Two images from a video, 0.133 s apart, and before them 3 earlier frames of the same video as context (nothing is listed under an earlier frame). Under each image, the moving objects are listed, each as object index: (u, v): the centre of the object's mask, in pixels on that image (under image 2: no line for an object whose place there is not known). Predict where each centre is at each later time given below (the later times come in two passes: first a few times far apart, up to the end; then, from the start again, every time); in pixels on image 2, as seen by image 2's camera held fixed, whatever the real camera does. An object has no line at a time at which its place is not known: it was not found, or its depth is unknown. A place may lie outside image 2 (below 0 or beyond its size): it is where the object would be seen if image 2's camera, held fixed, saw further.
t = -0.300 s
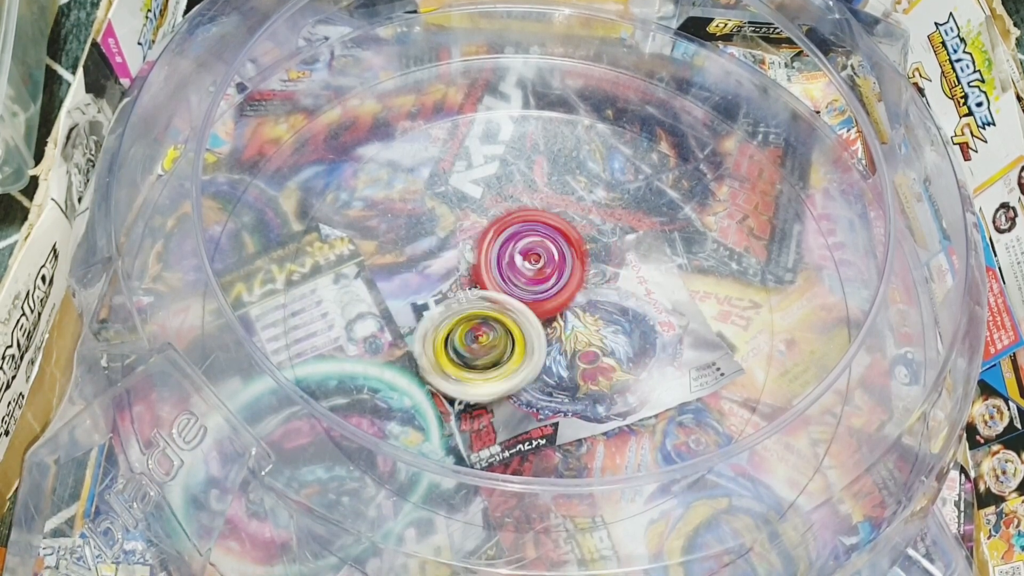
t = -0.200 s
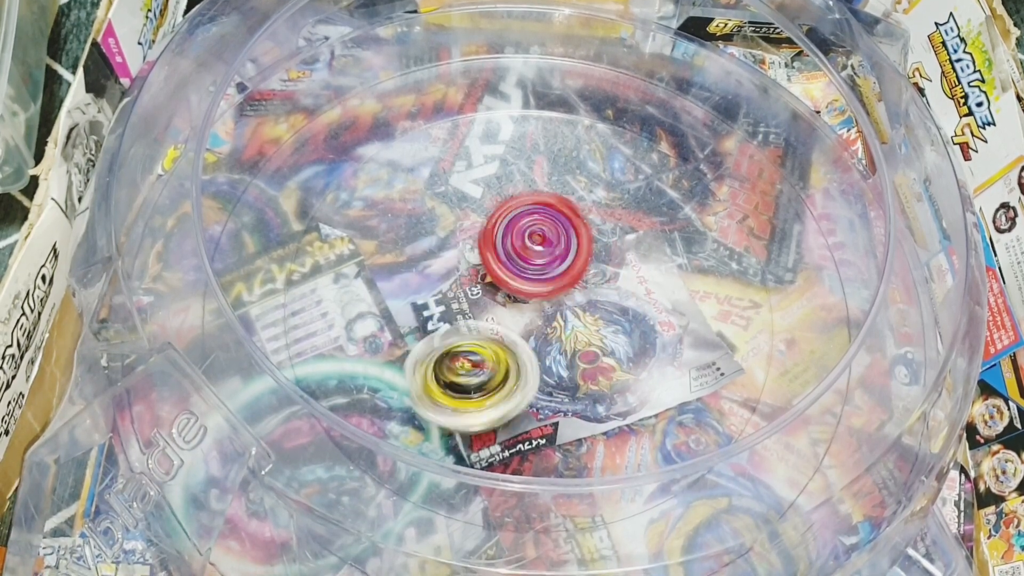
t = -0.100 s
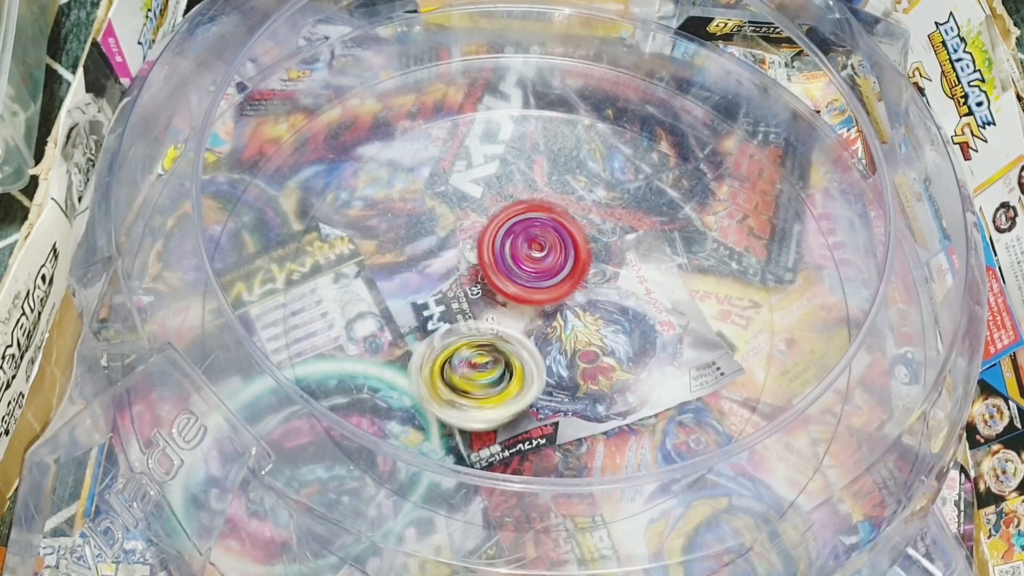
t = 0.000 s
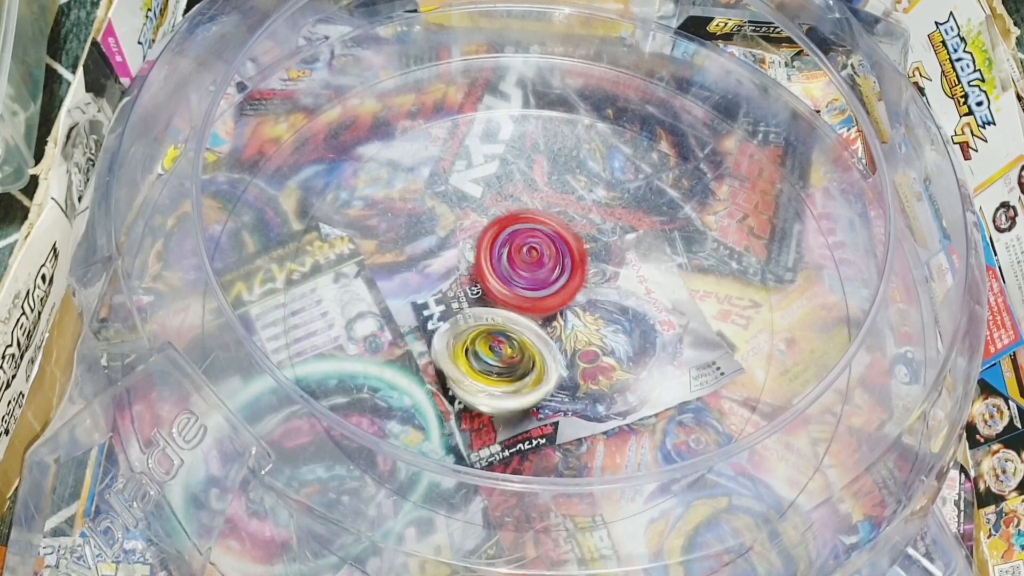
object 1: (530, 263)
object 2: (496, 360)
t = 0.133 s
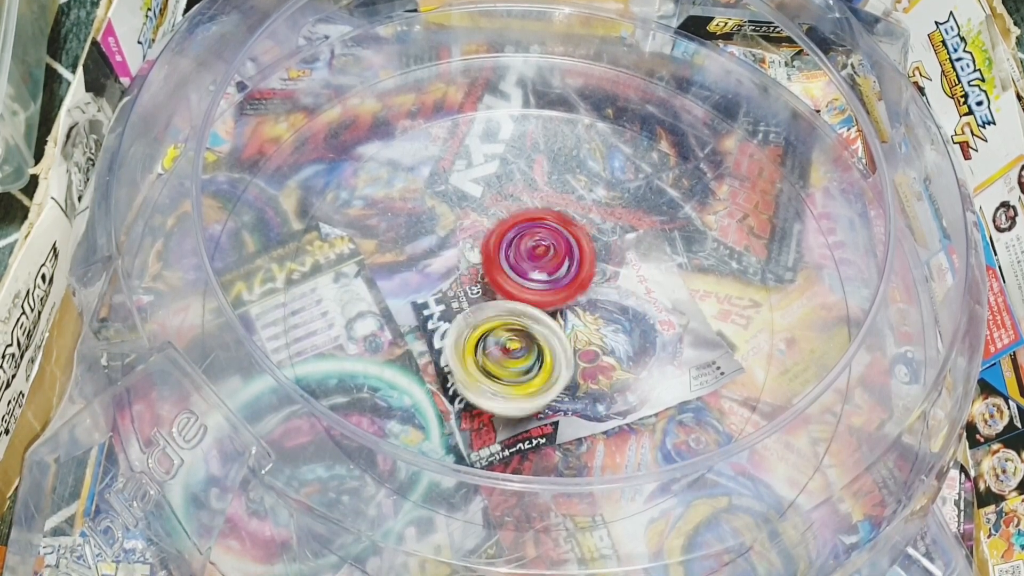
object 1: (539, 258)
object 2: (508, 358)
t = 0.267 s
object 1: (551, 247)
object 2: (514, 358)
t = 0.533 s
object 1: (563, 244)
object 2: (527, 349)
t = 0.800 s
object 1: (564, 243)
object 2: (533, 347)
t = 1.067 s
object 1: (558, 232)
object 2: (519, 355)
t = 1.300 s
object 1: (551, 243)
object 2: (520, 347)
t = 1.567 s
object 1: (567, 244)
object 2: (523, 344)
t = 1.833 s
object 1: (569, 241)
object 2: (520, 340)
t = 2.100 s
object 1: (570, 244)
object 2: (507, 341)
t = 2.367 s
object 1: (584, 245)
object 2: (508, 336)
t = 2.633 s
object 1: (578, 257)
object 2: (517, 348)
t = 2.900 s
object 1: (525, 243)
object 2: (530, 342)
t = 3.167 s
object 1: (537, 228)
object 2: (524, 320)
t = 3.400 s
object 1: (546, 229)
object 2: (509, 304)
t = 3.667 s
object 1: (559, 244)
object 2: (519, 311)
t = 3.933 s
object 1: (559, 244)
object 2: (521, 313)
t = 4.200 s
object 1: (559, 244)
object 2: (520, 312)
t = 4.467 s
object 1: (559, 244)
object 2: (520, 312)
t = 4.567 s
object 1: (559, 244)
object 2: (520, 312)
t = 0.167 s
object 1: (541, 257)
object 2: (512, 354)
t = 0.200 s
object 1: (544, 252)
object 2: (509, 359)
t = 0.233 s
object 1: (548, 249)
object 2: (509, 359)
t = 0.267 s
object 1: (551, 247)
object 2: (514, 358)
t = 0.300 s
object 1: (553, 249)
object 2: (516, 357)
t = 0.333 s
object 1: (557, 249)
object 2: (521, 353)
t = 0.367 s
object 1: (558, 249)
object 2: (523, 352)
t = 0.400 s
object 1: (559, 245)
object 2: (522, 350)
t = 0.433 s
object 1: (559, 244)
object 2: (525, 348)
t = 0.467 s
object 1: (562, 245)
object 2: (528, 347)
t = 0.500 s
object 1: (563, 246)
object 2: (530, 346)
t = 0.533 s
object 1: (563, 244)
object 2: (527, 349)
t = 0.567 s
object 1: (565, 242)
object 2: (526, 346)
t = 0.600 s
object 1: (564, 244)
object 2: (528, 344)
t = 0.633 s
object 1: (567, 243)
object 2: (527, 346)
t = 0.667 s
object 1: (567, 238)
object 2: (524, 348)
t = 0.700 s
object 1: (567, 239)
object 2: (526, 349)
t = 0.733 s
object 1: (567, 239)
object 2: (528, 348)
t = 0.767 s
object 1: (565, 241)
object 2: (532, 348)
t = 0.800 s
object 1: (564, 243)
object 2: (533, 347)
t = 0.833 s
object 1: (561, 245)
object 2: (531, 344)
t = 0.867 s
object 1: (561, 245)
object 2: (529, 344)
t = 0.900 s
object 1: (560, 244)
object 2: (526, 345)
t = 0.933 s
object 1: (558, 241)
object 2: (522, 345)
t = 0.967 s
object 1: (557, 244)
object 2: (523, 343)
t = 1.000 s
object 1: (557, 243)
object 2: (524, 347)
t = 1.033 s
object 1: (558, 235)
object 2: (521, 354)
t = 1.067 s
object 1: (558, 232)
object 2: (519, 355)
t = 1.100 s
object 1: (555, 234)
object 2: (520, 354)
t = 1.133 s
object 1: (556, 239)
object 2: (521, 353)
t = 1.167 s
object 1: (557, 241)
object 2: (522, 352)
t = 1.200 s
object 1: (554, 244)
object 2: (522, 349)
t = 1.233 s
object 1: (555, 246)
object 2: (521, 348)
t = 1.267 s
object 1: (554, 241)
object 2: (520, 348)
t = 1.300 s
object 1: (551, 243)
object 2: (520, 347)
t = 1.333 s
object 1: (554, 247)
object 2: (520, 344)
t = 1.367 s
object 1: (558, 246)
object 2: (520, 348)
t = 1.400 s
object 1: (561, 236)
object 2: (516, 356)
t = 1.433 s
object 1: (564, 233)
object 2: (513, 356)
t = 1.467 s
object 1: (565, 233)
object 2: (519, 353)
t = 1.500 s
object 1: (564, 237)
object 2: (522, 353)
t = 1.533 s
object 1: (566, 241)
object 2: (523, 349)
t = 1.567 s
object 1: (567, 244)
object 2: (523, 344)
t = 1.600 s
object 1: (567, 245)
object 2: (525, 346)
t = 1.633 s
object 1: (569, 238)
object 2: (521, 349)
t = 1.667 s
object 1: (568, 236)
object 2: (517, 345)
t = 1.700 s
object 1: (565, 239)
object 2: (521, 341)
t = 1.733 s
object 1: (568, 243)
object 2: (524, 339)
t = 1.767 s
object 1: (571, 243)
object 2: (522, 341)
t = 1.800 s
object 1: (571, 243)
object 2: (520, 339)
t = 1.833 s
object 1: (569, 241)
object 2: (520, 340)
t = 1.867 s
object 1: (567, 243)
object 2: (521, 340)
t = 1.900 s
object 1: (568, 246)
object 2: (521, 339)
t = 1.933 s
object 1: (570, 246)
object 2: (519, 344)
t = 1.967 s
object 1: (571, 249)
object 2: (515, 344)
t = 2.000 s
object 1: (571, 251)
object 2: (513, 340)
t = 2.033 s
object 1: (572, 249)
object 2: (513, 340)
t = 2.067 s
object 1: (573, 244)
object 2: (511, 344)
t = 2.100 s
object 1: (570, 244)
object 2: (507, 341)
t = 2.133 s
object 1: (569, 248)
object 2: (506, 335)
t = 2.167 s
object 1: (572, 250)
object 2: (506, 336)
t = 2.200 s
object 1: (579, 246)
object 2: (508, 339)
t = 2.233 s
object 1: (579, 245)
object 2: (503, 335)
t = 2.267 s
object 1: (578, 244)
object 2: (503, 332)
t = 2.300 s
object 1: (575, 248)
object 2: (508, 330)
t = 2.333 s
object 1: (580, 247)
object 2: (507, 332)
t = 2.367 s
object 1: (584, 245)
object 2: (508, 336)
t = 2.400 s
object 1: (583, 246)
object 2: (507, 334)
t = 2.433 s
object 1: (581, 247)
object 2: (509, 333)
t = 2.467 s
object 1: (578, 248)
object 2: (510, 334)
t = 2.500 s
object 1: (580, 252)
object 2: (513, 332)
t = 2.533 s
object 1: (583, 257)
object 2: (516, 332)
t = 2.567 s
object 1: (585, 257)
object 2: (515, 337)
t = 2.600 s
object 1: (580, 259)
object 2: (518, 339)
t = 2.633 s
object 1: (578, 257)
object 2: (517, 348)
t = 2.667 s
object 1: (572, 258)
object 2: (517, 354)
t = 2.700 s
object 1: (564, 260)
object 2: (519, 360)
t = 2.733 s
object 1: (556, 260)
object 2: (524, 359)
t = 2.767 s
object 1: (546, 259)
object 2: (529, 360)
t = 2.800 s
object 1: (536, 255)
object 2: (527, 355)
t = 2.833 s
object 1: (529, 254)
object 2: (527, 350)
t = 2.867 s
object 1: (526, 249)
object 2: (529, 345)
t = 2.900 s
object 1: (525, 243)
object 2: (530, 342)
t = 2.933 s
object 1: (525, 238)
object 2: (531, 340)
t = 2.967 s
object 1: (528, 235)
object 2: (531, 339)
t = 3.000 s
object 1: (529, 232)
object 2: (528, 337)
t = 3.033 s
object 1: (532, 230)
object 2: (523, 334)
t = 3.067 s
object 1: (533, 229)
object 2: (519, 331)
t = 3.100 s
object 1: (534, 229)
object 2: (519, 327)
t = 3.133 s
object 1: (535, 229)
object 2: (522, 324)
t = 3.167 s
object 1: (537, 228)
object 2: (524, 320)
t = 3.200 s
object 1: (538, 227)
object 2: (521, 316)
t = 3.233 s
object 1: (539, 227)
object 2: (517, 314)
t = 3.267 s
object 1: (540, 227)
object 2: (513, 312)
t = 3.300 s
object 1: (543, 227)
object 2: (511, 310)
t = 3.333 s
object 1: (544, 228)
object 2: (509, 307)
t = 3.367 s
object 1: (545, 228)
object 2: (509, 305)
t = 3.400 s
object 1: (546, 229)
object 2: (509, 304)
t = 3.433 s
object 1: (548, 230)
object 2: (508, 304)
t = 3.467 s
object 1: (550, 231)
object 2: (509, 304)
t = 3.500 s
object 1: (552, 233)
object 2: (510, 304)
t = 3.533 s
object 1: (555, 236)
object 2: (512, 305)
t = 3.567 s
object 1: (558, 240)
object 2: (513, 307)
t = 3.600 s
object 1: (559, 242)
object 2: (515, 308)
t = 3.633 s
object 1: (559, 243)
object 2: (517, 311)
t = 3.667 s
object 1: (559, 244)
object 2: (519, 311)
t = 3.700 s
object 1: (559, 244)
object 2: (520, 312)
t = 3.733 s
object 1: (559, 244)
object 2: (521, 313)
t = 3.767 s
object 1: (559, 244)
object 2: (522, 314)
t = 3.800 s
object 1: (559, 244)
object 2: (522, 314)
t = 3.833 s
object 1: (559, 244)
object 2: (522, 314)
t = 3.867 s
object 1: (559, 244)
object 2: (522, 314)
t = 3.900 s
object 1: (559, 244)
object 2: (522, 314)
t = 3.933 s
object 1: (559, 244)
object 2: (521, 313)
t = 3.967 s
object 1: (559, 244)
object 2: (521, 313)
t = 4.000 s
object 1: (559, 244)
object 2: (521, 313)
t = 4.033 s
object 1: (559, 244)
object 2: (520, 313)
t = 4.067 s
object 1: (559, 244)
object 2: (520, 312)
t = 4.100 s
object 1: (559, 244)
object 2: (520, 312)
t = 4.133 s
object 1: (559, 244)
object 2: (520, 312)
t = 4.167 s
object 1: (559, 244)
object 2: (520, 312)
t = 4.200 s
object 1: (559, 244)
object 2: (520, 312)
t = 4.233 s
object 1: (559, 244)
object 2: (520, 312)
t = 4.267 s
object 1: (559, 244)
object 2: (520, 312)
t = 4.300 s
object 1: (559, 244)
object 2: (520, 312)
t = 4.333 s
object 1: (559, 244)
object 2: (520, 312)
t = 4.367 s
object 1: (559, 244)
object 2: (520, 312)
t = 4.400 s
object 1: (559, 244)
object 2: (520, 312)
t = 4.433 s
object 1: (559, 244)
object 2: (520, 312)
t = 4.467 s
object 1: (559, 244)
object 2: (520, 312)
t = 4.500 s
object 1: (559, 244)
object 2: (520, 312)
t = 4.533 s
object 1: (559, 245)
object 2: (520, 312)
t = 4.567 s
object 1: (559, 244)
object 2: (520, 312)
